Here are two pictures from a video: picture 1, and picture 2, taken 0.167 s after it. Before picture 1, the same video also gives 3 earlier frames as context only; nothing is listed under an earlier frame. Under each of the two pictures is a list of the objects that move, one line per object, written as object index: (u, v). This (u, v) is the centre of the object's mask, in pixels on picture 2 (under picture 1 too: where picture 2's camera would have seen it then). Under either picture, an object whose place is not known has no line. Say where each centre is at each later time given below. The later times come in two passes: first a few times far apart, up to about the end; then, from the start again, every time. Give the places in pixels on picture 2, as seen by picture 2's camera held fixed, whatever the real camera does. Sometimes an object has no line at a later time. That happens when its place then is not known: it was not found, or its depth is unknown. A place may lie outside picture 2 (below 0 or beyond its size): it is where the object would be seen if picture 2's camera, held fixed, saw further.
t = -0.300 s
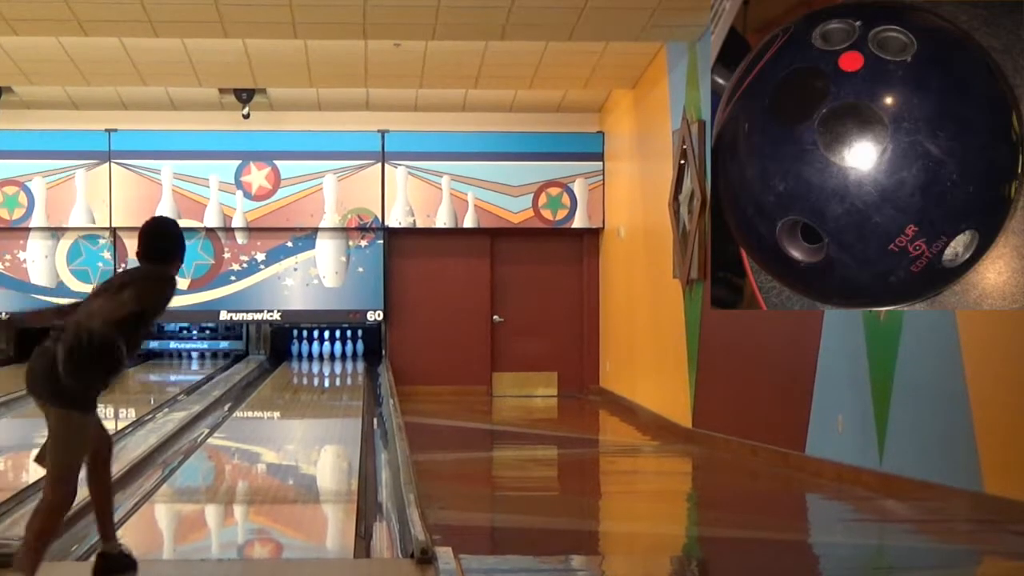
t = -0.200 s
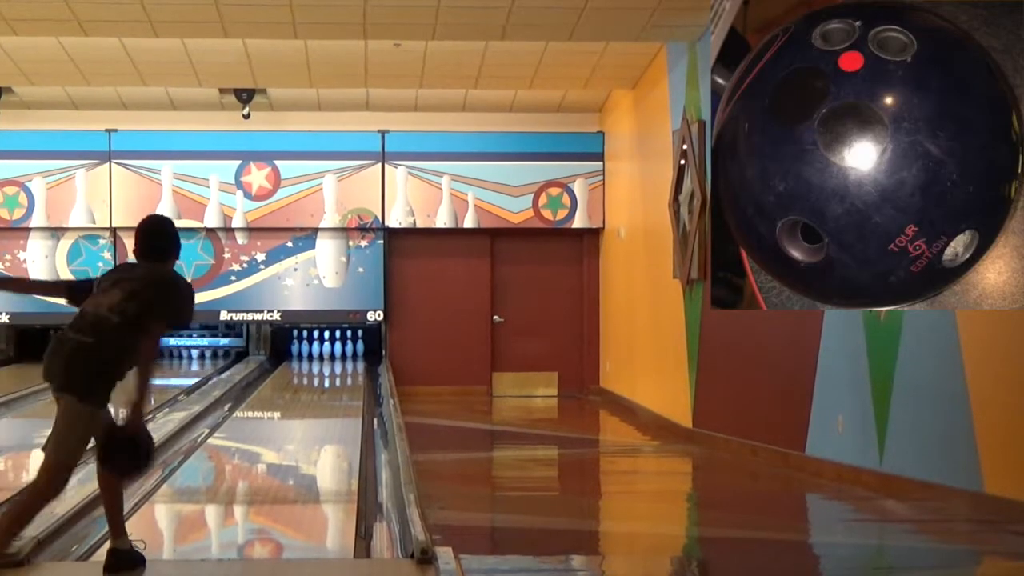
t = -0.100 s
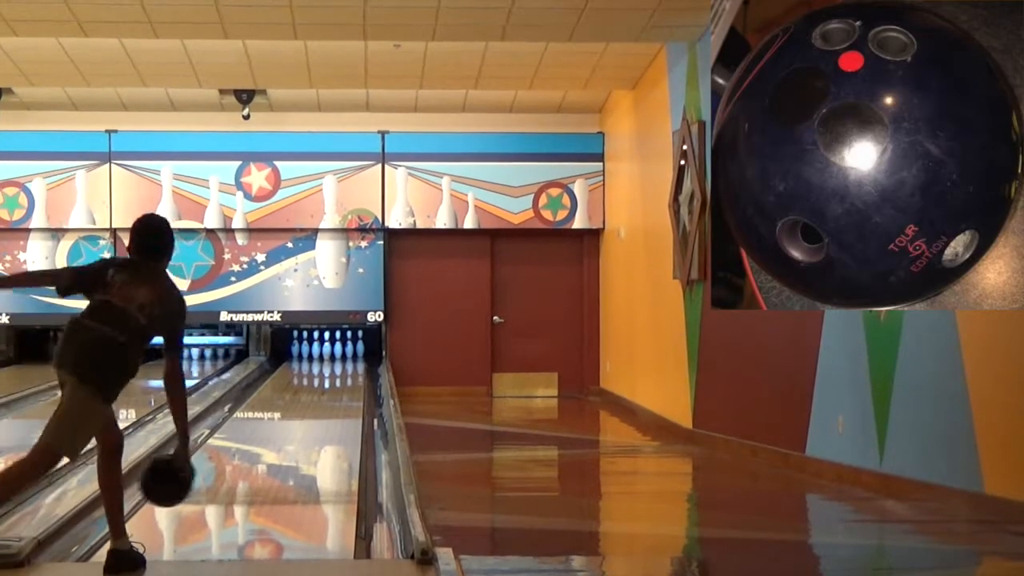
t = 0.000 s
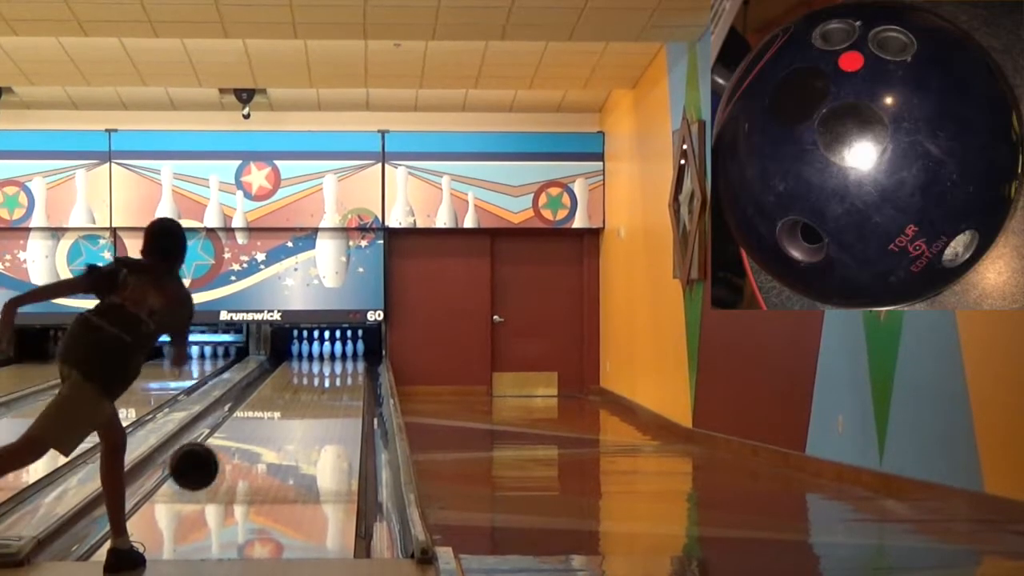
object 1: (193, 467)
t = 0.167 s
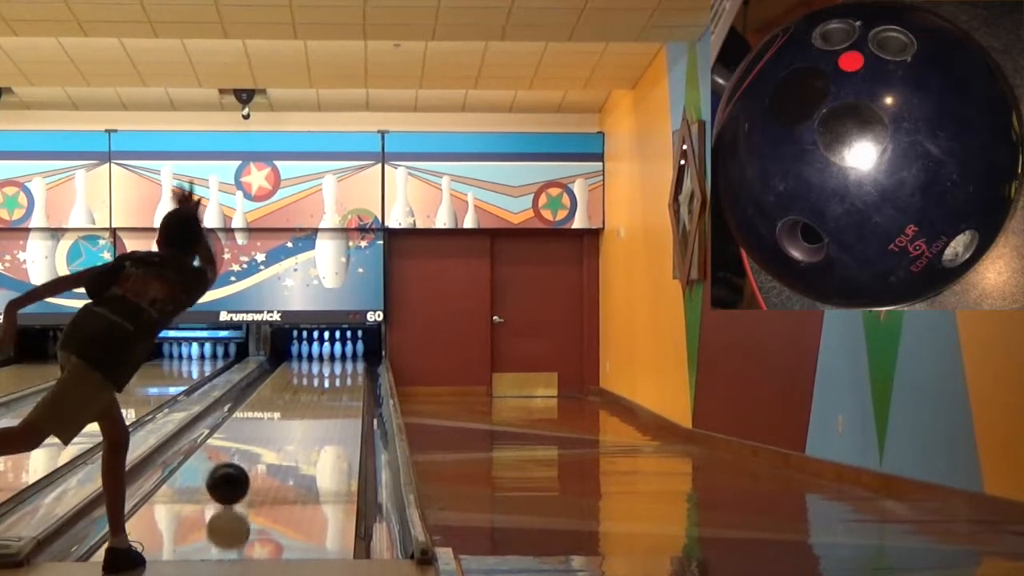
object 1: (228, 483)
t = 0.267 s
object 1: (244, 469)
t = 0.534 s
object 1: (279, 439)
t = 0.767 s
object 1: (301, 420)
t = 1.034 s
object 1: (320, 403)
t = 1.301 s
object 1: (335, 389)
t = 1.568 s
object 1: (345, 379)
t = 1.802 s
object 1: (351, 371)
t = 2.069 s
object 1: (353, 365)
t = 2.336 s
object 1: (349, 358)
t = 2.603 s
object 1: (338, 354)
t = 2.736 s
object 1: (334, 353)
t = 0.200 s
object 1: (234, 478)
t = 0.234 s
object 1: (239, 472)
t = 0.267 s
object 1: (244, 469)
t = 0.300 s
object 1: (249, 465)
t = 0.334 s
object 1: (254, 461)
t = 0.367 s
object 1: (259, 457)
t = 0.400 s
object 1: (263, 453)
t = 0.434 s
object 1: (267, 449)
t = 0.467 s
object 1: (271, 446)
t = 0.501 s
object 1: (275, 442)
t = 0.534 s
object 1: (279, 439)
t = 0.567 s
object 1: (282, 436)
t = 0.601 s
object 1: (286, 433)
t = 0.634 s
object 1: (289, 430)
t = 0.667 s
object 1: (292, 428)
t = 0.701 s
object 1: (295, 425)
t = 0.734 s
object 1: (298, 423)
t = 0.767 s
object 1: (301, 420)
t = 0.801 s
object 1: (304, 418)
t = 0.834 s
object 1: (306, 416)
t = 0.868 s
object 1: (309, 413)
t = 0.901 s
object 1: (311, 411)
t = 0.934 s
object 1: (314, 409)
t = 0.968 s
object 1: (316, 407)
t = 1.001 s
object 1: (318, 405)
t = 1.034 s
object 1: (320, 403)
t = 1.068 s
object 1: (322, 402)
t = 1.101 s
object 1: (324, 400)
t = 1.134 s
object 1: (326, 397)
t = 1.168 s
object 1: (328, 396)
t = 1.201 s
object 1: (330, 394)
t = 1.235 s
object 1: (332, 393)
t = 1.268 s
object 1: (333, 391)
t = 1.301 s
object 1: (335, 389)
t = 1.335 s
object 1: (336, 388)
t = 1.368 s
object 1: (338, 387)
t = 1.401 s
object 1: (339, 385)
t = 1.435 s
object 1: (340, 384)
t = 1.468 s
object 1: (342, 383)
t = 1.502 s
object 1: (343, 382)
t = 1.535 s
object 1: (344, 380)
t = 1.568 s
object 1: (345, 379)
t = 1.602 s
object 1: (346, 378)
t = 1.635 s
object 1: (347, 377)
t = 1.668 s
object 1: (348, 376)
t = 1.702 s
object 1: (349, 375)
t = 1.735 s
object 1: (350, 374)
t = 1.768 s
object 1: (351, 373)
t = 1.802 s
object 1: (351, 371)
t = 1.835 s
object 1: (352, 371)
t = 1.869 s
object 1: (352, 369)
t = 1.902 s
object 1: (353, 368)
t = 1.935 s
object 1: (353, 368)
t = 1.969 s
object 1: (353, 367)
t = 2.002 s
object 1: (353, 366)
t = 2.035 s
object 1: (353, 365)
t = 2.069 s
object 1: (353, 365)
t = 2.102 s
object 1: (353, 364)
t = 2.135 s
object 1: (353, 363)
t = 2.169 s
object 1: (352, 363)
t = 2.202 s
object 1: (352, 362)
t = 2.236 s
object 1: (351, 361)
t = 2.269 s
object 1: (351, 361)
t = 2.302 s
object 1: (350, 359)
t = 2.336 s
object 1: (349, 358)
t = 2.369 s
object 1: (348, 358)
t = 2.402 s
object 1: (347, 357)
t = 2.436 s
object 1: (346, 357)
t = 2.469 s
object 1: (345, 356)
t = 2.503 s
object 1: (343, 356)
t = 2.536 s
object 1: (342, 355)
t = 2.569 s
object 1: (341, 355)
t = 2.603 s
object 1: (338, 354)
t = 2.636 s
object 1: (338, 354)
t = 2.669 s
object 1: (337, 353)
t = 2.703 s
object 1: (336, 353)
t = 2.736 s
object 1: (334, 353)
